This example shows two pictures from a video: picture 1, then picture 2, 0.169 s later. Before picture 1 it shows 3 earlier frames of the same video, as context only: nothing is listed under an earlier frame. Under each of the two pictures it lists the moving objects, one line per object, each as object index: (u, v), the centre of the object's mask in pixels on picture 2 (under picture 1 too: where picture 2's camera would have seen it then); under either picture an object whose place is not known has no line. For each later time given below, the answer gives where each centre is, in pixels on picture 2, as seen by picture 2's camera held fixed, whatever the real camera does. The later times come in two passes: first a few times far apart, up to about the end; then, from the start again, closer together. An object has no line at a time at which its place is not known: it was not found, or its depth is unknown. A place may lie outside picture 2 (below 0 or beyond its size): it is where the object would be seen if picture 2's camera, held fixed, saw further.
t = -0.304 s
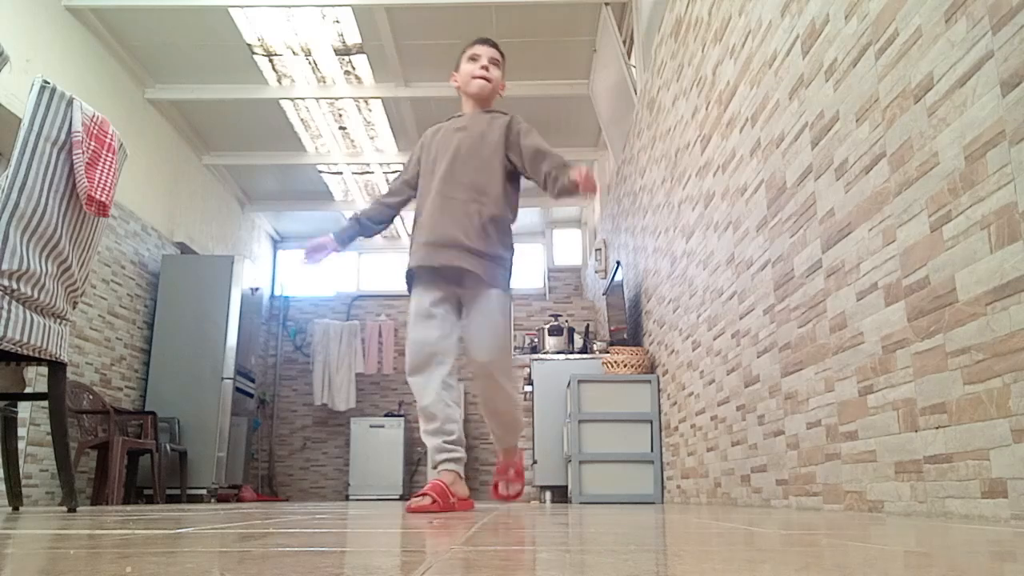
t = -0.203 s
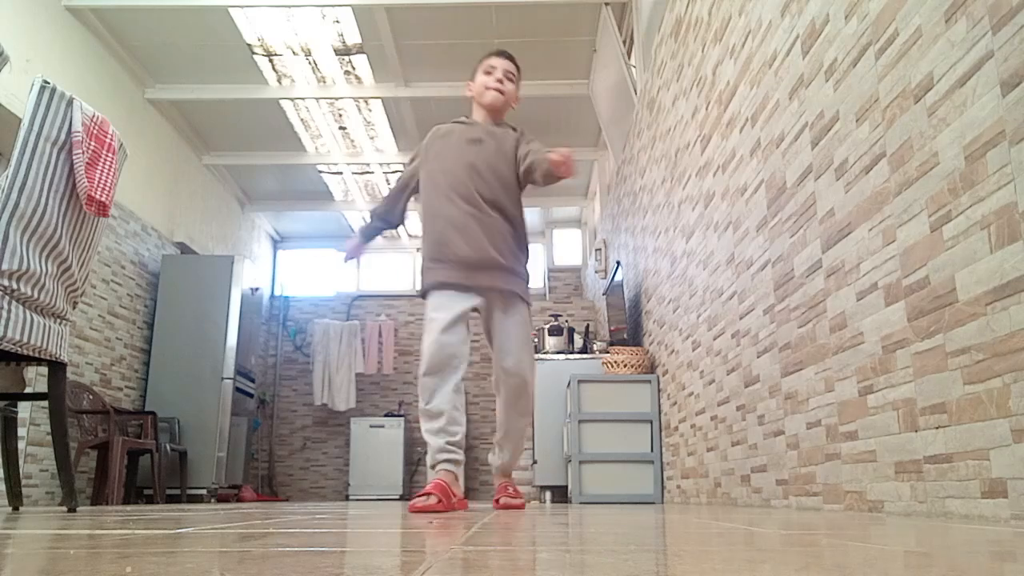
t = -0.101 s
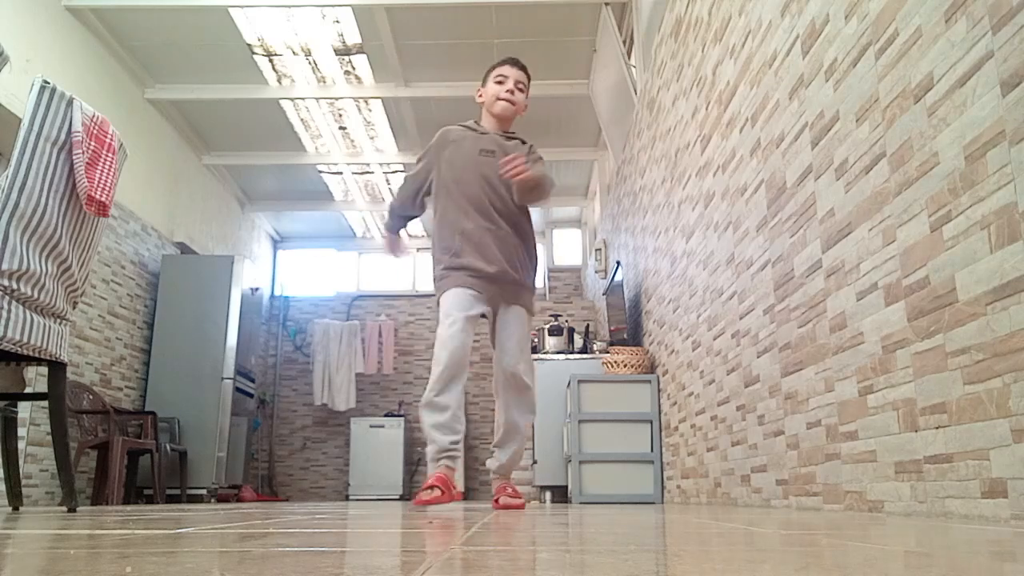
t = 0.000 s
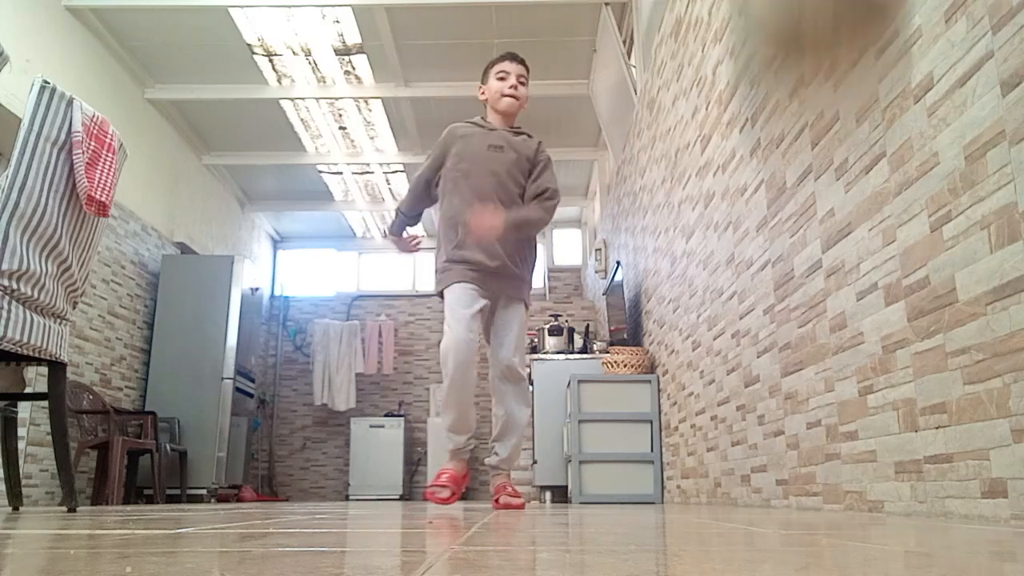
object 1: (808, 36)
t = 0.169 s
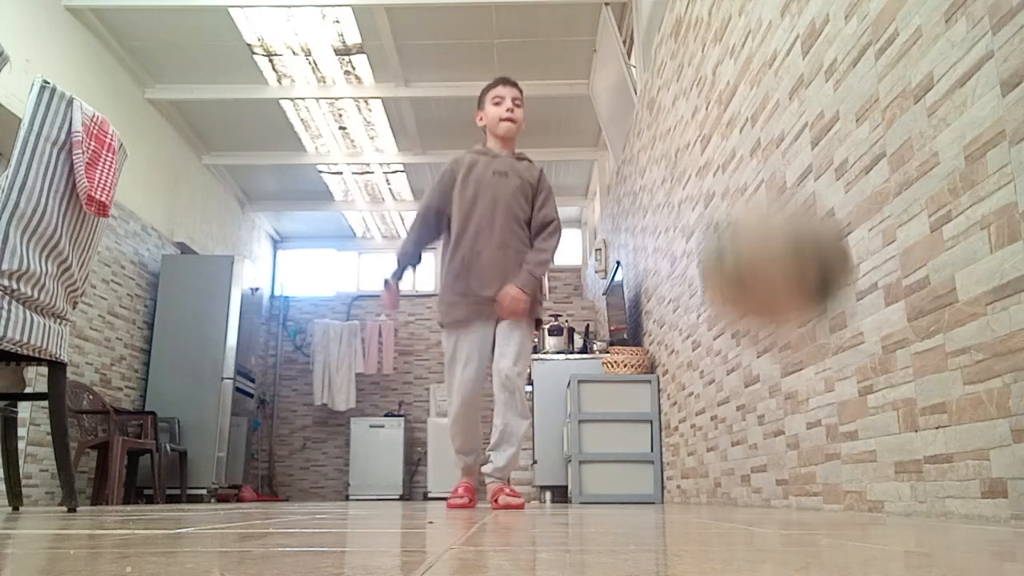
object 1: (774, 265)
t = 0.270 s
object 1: (743, 129)
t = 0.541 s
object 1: (701, 86)
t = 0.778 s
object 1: (686, 300)
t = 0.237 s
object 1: (752, 166)
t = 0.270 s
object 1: (743, 129)
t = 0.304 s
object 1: (736, 103)
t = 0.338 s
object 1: (729, 83)
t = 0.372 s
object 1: (723, 70)
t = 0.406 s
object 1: (718, 64)
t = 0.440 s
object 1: (712, 62)
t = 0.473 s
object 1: (708, 65)
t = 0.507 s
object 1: (704, 72)
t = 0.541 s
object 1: (701, 86)
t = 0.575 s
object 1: (697, 101)
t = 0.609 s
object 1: (696, 121)
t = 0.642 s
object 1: (694, 147)
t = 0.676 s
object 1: (693, 177)
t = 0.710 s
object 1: (691, 211)
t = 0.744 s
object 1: (689, 255)
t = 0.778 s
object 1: (686, 300)
